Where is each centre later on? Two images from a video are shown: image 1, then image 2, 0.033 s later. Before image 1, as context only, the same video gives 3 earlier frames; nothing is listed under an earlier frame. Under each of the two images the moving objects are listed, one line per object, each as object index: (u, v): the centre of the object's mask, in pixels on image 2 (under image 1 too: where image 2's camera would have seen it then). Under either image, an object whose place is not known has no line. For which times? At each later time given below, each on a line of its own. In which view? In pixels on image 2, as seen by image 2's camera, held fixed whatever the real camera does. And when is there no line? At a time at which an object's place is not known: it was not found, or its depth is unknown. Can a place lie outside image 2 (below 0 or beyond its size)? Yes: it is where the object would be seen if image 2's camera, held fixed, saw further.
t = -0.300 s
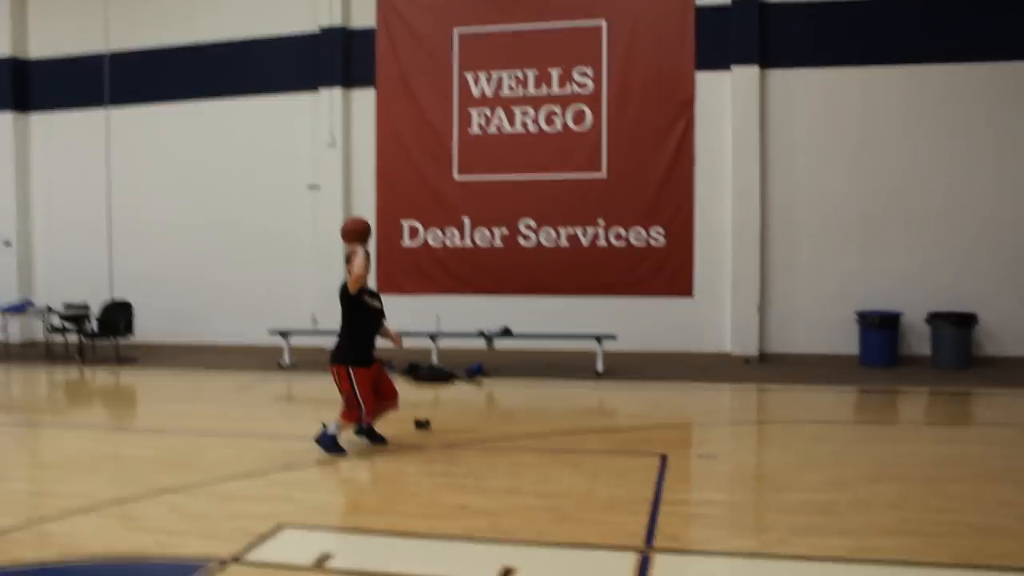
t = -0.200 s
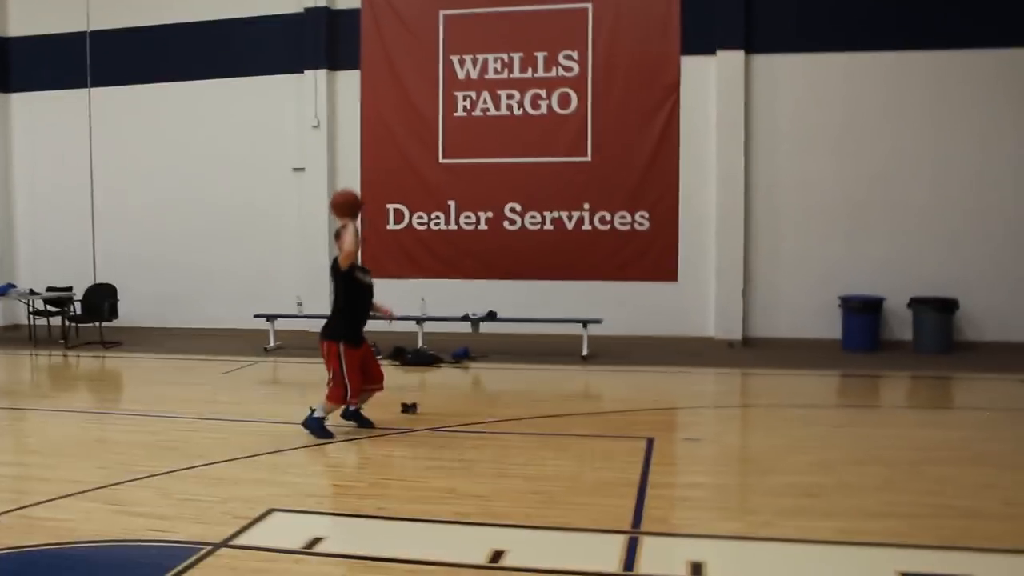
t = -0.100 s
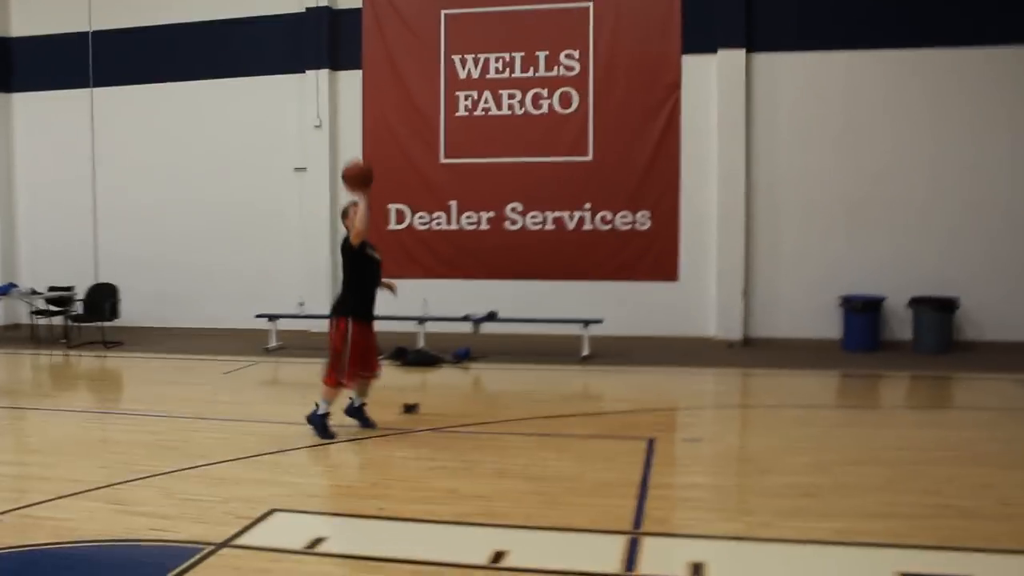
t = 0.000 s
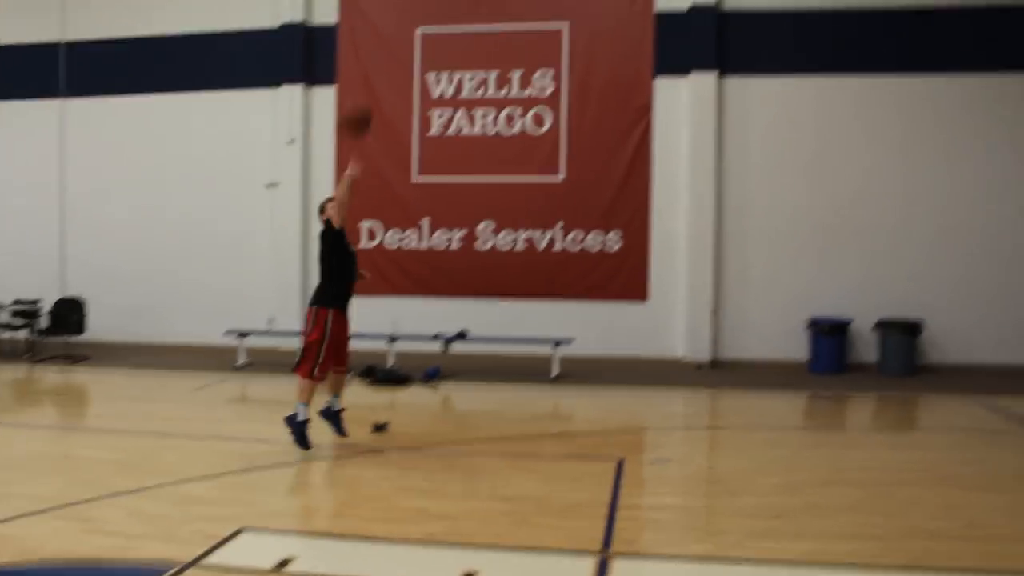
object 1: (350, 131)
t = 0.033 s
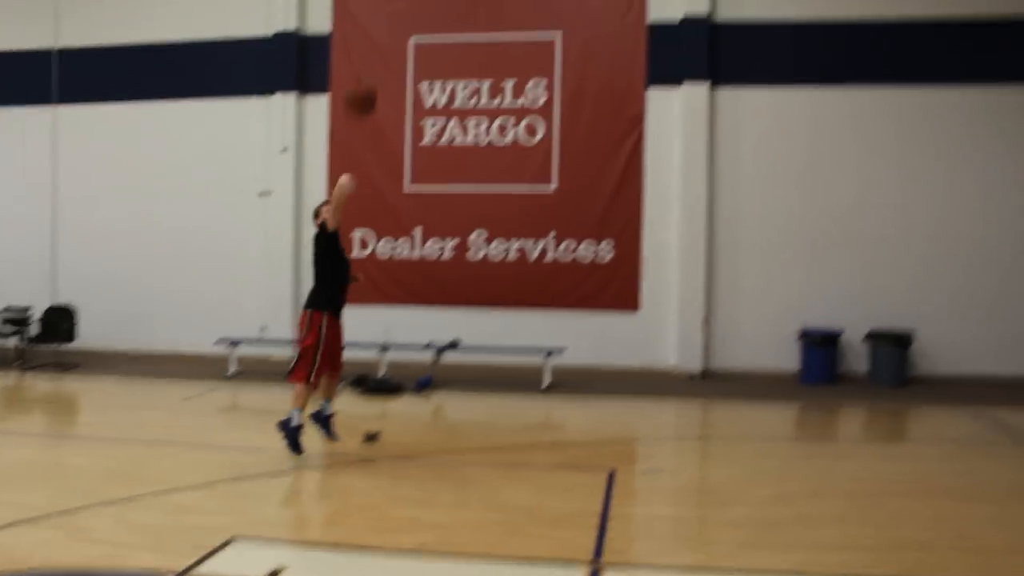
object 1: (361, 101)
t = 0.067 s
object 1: (375, 71)
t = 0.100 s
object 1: (388, 42)
